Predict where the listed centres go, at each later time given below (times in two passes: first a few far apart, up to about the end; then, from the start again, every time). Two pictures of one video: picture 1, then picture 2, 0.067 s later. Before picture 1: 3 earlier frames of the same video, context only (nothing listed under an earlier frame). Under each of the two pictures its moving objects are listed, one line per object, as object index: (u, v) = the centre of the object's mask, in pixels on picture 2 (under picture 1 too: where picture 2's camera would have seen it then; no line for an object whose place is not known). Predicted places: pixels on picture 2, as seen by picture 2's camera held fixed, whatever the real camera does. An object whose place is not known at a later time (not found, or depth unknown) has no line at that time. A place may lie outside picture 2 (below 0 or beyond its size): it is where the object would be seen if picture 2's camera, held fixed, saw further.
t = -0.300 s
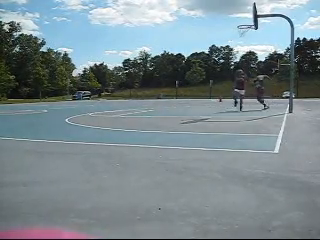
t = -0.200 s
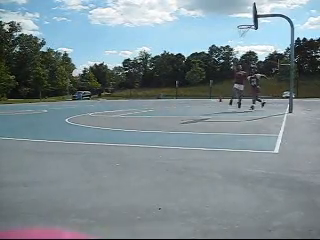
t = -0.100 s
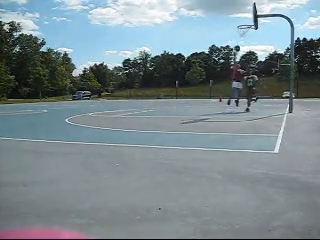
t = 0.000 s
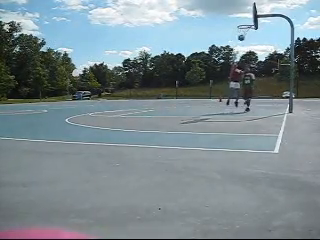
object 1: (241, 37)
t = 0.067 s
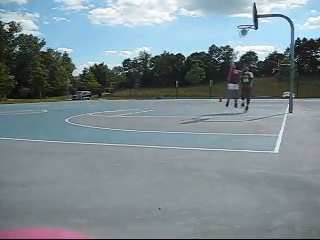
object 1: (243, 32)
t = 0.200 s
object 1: (249, 23)
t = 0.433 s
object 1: (244, 26)
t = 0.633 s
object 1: (240, 32)
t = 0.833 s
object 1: (241, 41)
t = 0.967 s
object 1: (241, 52)
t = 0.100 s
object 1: (245, 30)
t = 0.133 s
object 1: (247, 26)
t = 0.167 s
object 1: (248, 25)
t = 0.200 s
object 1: (249, 23)
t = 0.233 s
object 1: (250, 22)
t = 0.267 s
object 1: (250, 21)
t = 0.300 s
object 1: (249, 21)
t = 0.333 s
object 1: (248, 22)
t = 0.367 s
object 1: (247, 23)
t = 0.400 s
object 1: (245, 25)
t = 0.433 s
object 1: (244, 26)
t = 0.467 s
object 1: (242, 28)
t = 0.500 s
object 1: (241, 30)
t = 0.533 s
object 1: (240, 31)
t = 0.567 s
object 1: (239, 31)
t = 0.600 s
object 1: (239, 31)
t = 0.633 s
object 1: (240, 32)
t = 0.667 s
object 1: (240, 32)
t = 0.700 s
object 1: (240, 33)
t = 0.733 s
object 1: (240, 35)
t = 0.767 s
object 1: (241, 37)
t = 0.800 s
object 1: (241, 39)
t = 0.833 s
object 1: (241, 41)
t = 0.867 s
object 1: (241, 44)
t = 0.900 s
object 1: (241, 46)
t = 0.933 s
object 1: (241, 50)
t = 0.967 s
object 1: (241, 52)
